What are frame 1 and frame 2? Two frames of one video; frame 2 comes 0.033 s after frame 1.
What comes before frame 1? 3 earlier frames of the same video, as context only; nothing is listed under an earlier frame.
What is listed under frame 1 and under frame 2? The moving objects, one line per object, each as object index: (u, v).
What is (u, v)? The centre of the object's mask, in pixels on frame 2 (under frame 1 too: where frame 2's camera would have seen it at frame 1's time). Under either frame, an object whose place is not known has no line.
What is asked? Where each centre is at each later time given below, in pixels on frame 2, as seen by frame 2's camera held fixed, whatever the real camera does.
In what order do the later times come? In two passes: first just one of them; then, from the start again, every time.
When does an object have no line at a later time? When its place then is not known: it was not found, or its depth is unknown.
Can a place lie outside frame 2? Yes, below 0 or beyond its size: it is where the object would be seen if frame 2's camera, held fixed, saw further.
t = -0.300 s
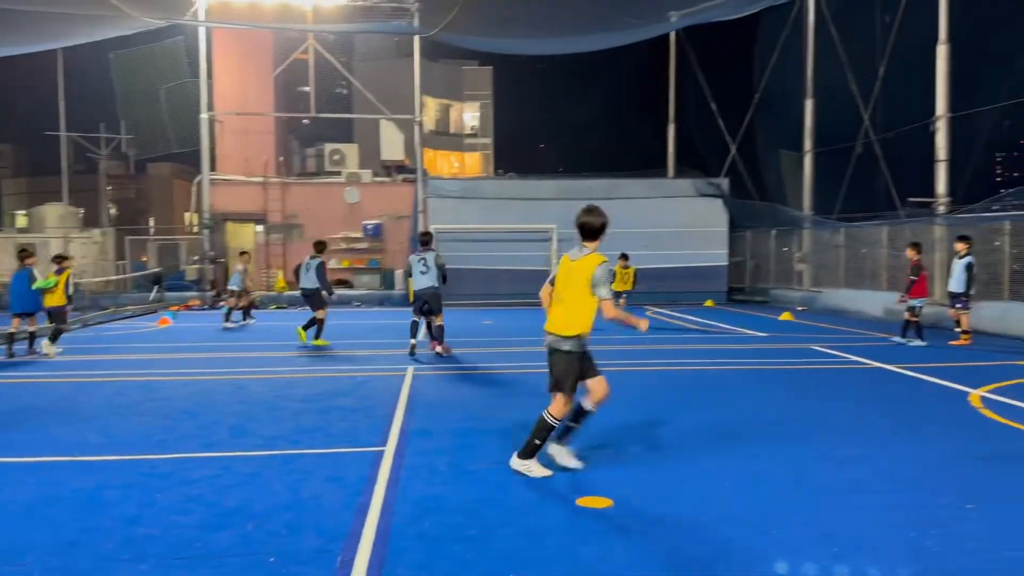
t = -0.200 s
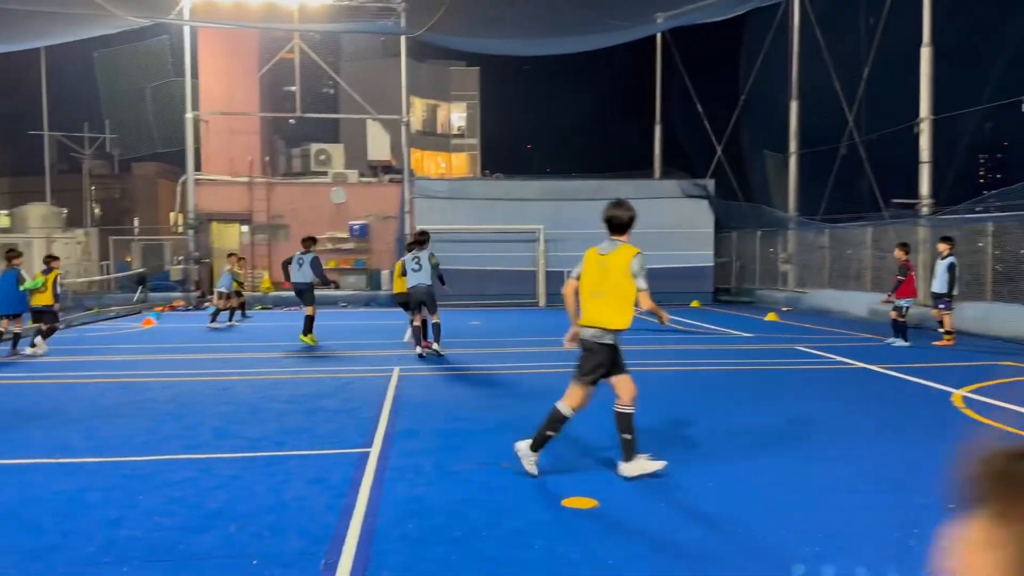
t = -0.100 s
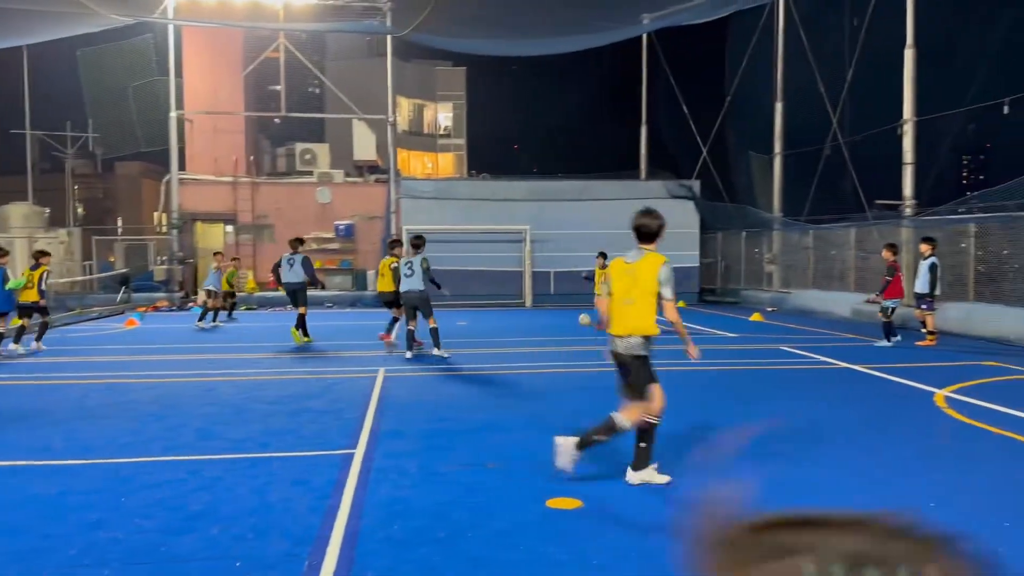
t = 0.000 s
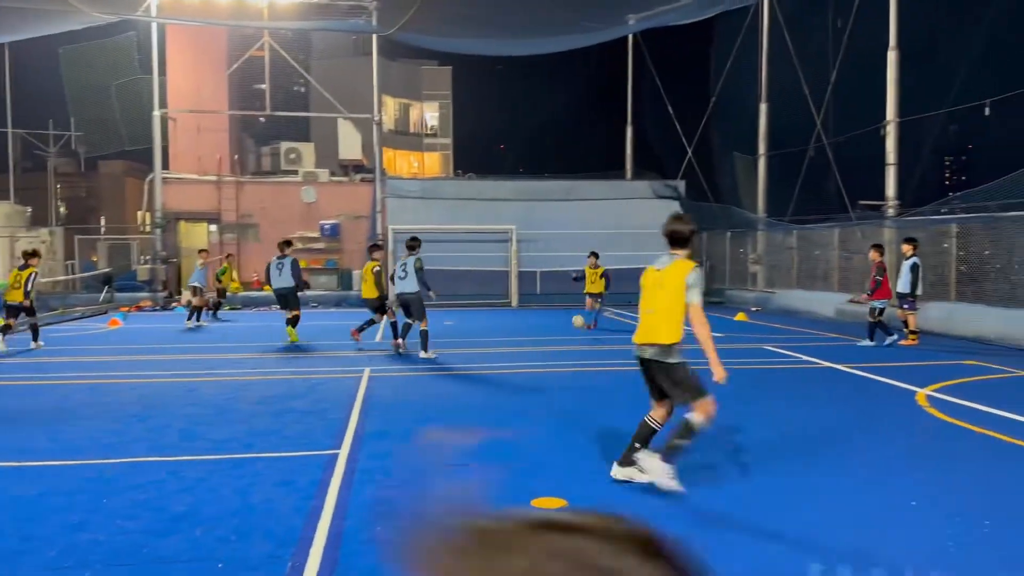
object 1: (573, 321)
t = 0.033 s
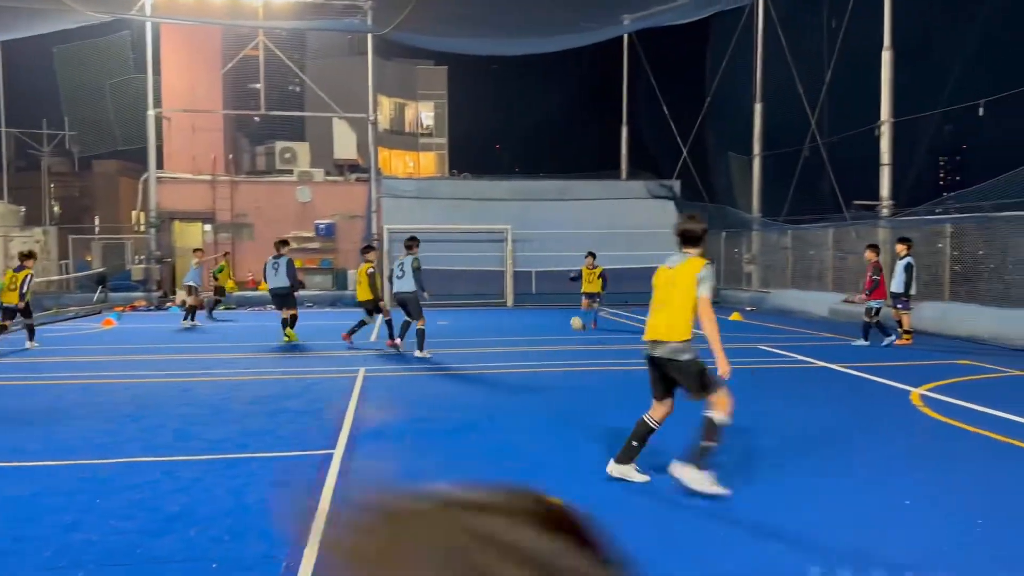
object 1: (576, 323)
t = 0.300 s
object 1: (606, 343)
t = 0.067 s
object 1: (579, 326)
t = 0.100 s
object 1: (582, 330)
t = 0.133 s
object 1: (586, 335)
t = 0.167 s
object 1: (590, 342)
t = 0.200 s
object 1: (594, 343)
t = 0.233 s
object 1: (598, 343)
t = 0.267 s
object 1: (601, 343)
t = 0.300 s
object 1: (606, 343)
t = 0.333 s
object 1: (610, 345)
